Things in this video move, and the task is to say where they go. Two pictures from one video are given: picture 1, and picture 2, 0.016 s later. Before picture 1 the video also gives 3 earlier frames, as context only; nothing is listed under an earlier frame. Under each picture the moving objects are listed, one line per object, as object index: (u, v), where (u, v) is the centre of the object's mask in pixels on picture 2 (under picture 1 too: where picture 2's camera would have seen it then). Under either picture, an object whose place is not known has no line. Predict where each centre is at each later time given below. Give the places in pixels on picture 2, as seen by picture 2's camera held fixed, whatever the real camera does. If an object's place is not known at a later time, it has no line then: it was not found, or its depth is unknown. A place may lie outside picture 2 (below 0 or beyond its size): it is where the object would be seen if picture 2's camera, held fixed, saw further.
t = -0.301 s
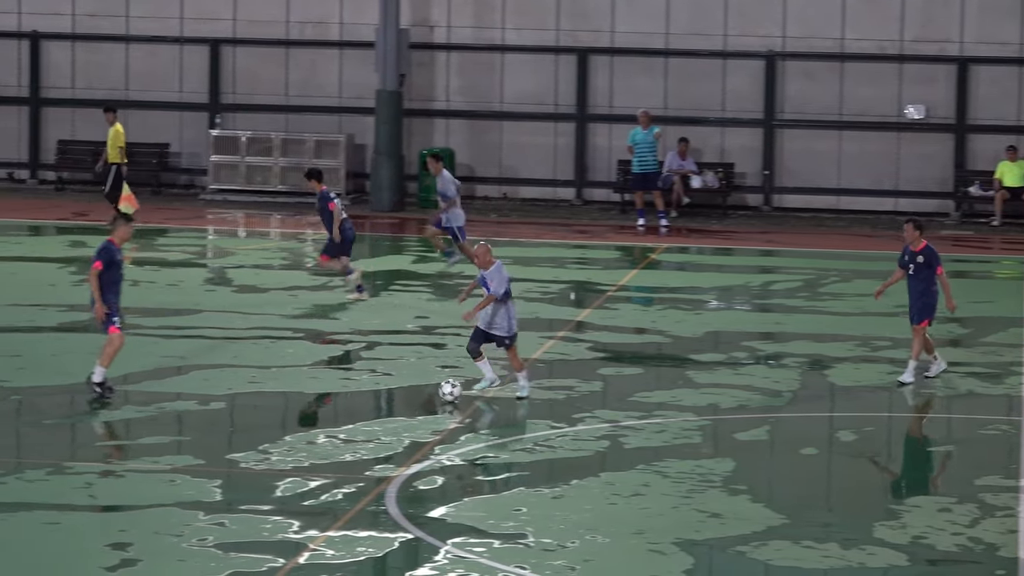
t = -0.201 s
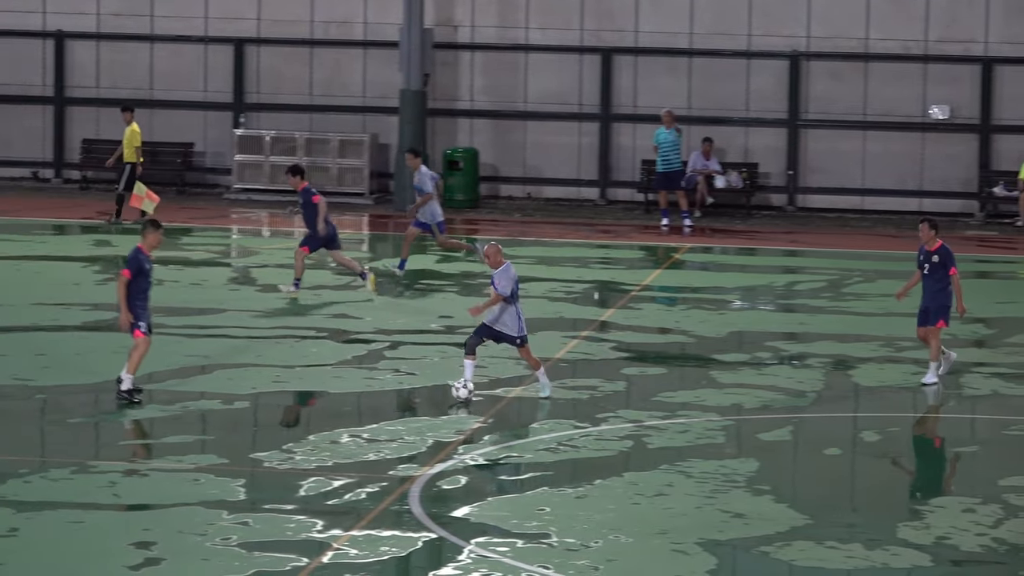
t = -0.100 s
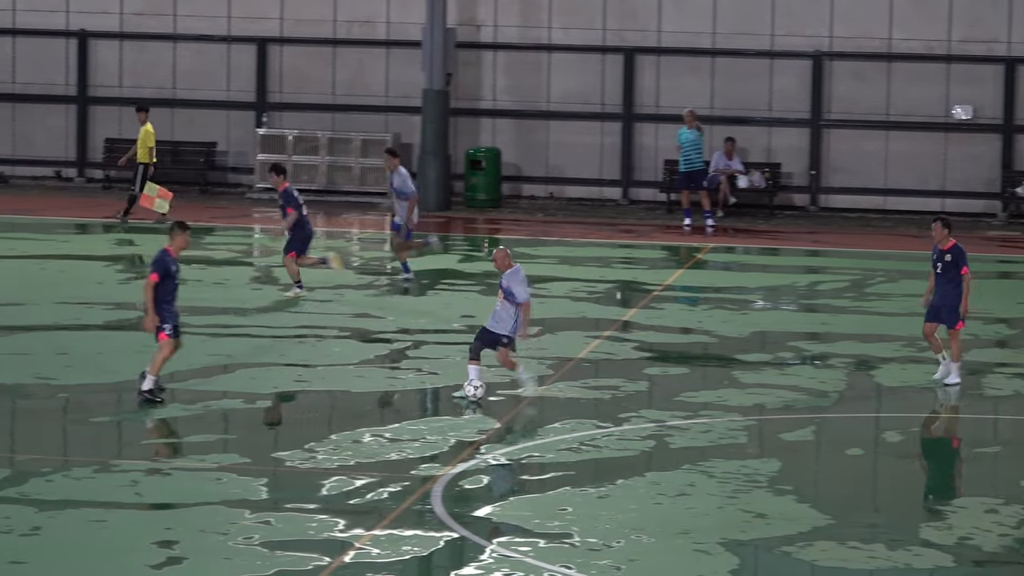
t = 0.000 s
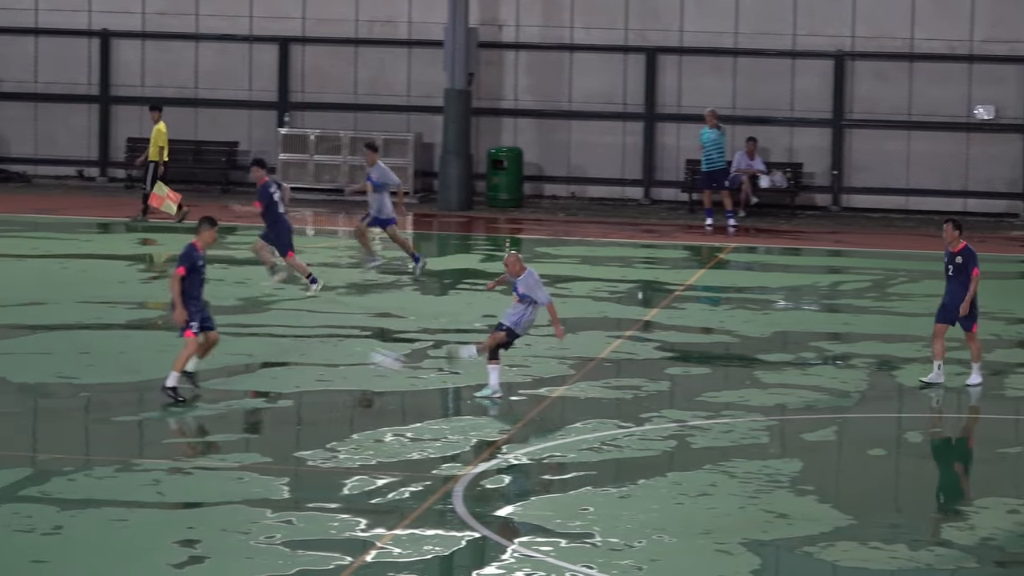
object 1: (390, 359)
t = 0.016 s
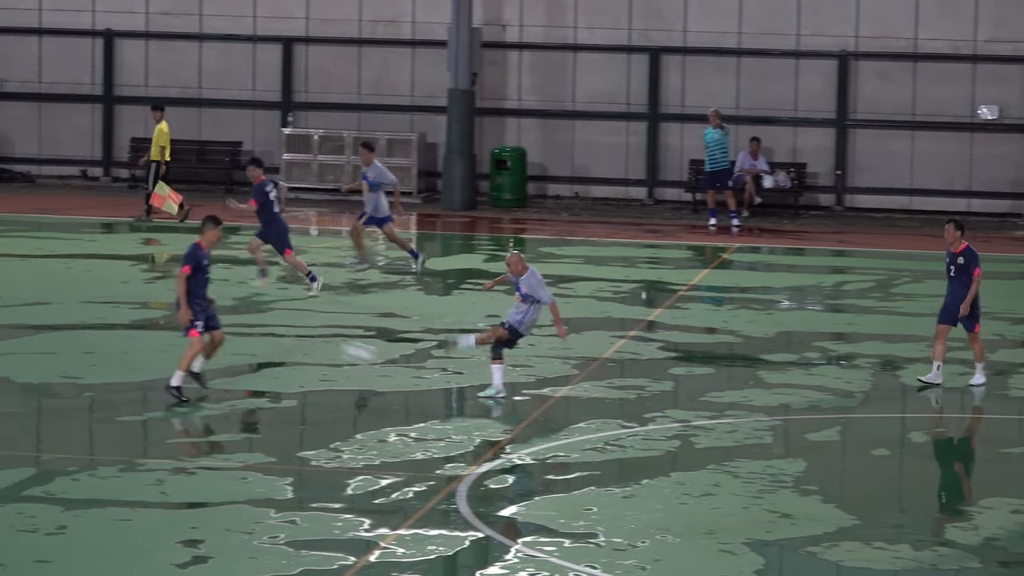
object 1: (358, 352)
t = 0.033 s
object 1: (329, 346)
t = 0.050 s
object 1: (299, 339)
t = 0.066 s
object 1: (269, 332)
